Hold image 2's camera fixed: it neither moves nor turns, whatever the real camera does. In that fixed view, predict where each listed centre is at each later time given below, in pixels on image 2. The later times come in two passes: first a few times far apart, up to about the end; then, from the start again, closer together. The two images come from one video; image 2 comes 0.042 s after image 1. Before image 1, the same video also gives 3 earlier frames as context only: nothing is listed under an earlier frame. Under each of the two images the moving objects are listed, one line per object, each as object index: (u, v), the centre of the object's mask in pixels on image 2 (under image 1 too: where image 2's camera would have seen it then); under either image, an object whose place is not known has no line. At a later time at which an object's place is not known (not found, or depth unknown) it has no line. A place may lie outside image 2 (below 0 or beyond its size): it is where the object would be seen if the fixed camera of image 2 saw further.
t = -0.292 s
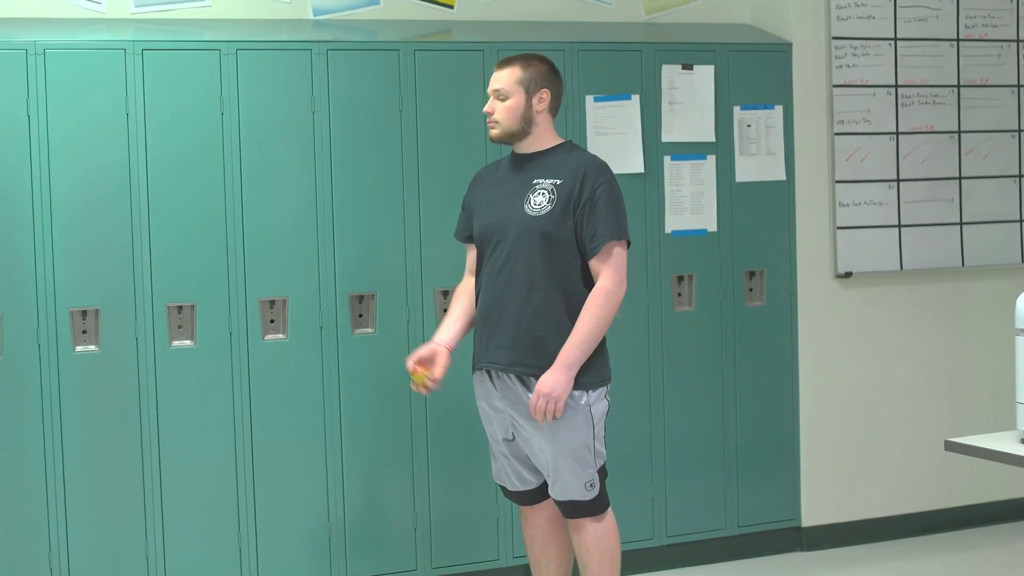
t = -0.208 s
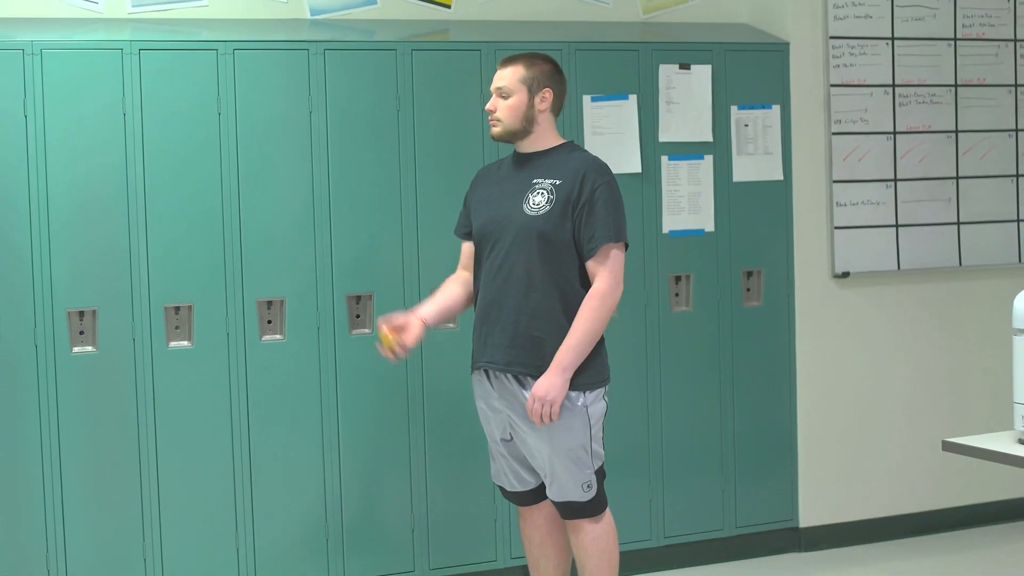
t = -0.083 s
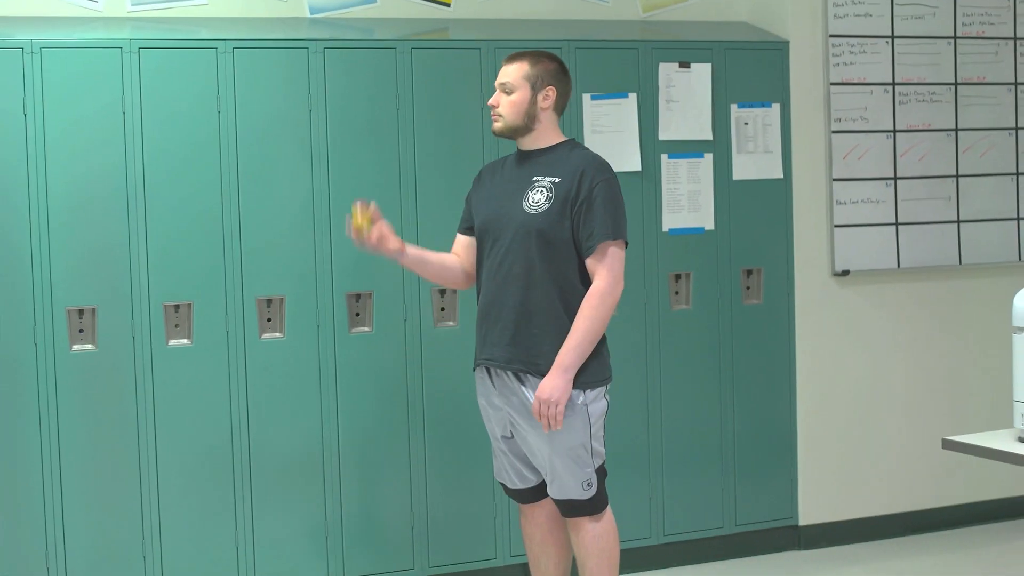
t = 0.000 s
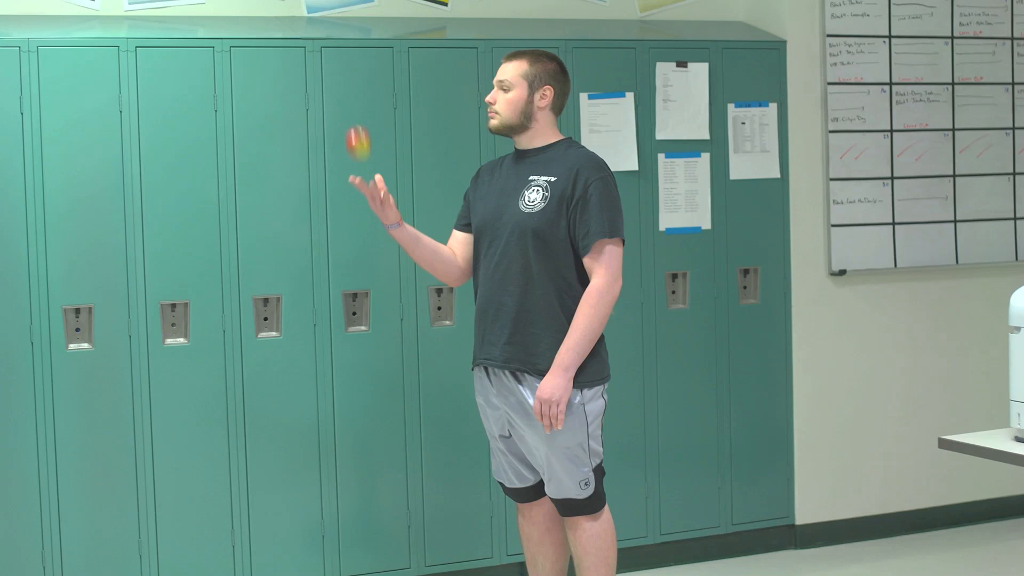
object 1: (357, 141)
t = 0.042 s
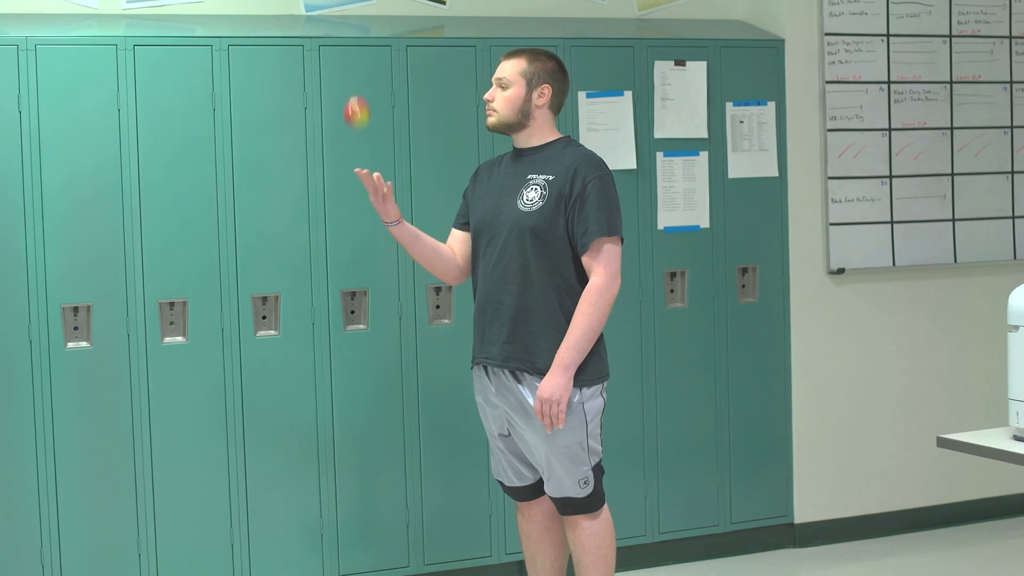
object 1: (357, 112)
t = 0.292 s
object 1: (363, 63)
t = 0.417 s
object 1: (368, 122)
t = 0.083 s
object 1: (357, 89)
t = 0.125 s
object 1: (358, 71)
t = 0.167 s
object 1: (359, 60)
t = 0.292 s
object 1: (363, 63)
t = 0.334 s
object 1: (364, 75)
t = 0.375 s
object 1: (366, 96)
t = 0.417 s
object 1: (368, 122)
